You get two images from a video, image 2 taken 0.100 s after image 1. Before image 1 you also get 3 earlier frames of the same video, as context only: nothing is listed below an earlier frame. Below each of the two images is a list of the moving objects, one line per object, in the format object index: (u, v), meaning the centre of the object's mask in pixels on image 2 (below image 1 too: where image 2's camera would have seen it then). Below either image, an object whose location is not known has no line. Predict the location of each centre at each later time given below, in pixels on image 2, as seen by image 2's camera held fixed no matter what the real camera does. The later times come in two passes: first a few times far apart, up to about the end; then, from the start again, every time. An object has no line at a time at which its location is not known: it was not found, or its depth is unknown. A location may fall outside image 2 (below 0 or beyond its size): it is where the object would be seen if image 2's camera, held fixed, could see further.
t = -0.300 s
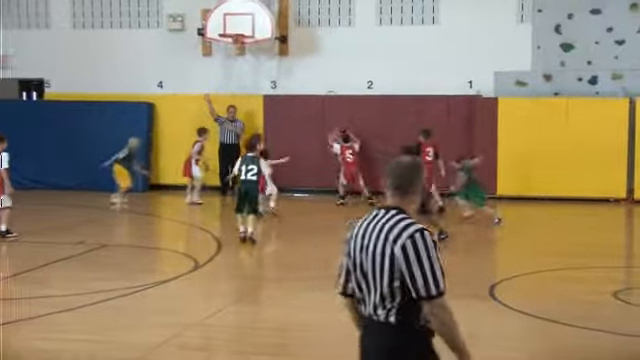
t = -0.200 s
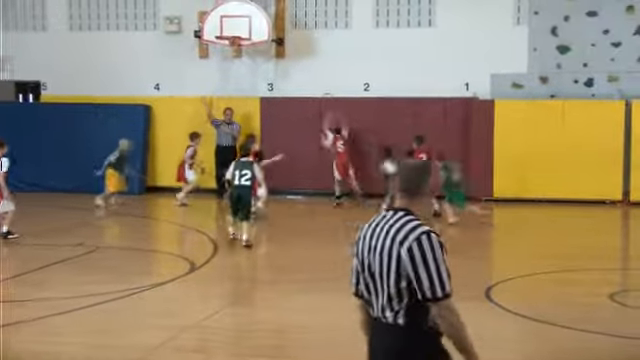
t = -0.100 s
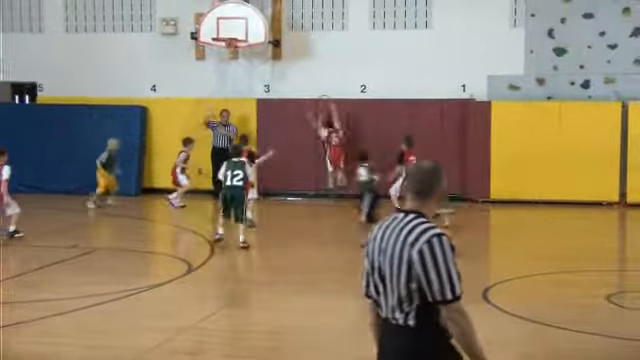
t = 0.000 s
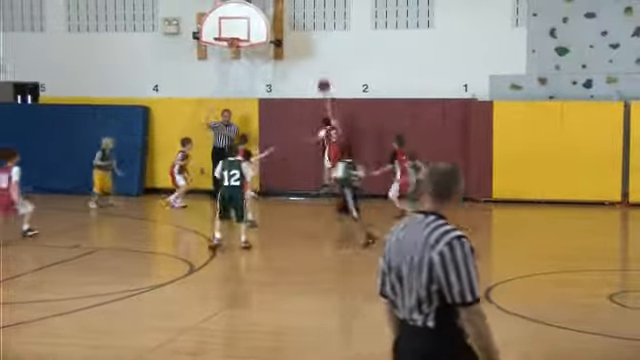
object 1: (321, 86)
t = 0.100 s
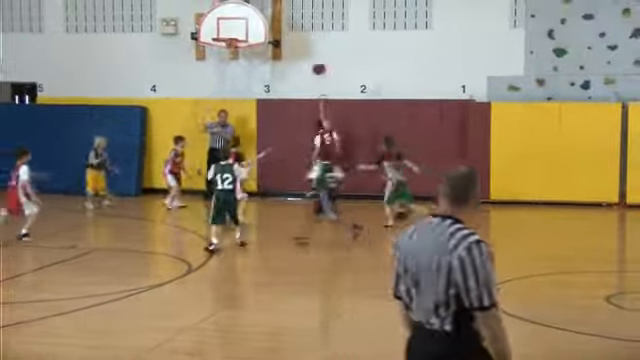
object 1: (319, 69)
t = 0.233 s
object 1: (315, 52)
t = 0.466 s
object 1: (307, 46)
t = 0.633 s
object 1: (302, 63)
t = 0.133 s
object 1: (318, 63)
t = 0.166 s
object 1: (317, 59)
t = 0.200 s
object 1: (316, 55)
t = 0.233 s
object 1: (315, 52)
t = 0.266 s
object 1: (314, 49)
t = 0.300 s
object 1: (313, 47)
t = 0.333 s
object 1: (312, 45)
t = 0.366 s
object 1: (311, 44)
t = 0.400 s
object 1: (310, 44)
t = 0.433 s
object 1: (309, 45)
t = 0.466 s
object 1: (307, 46)
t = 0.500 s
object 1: (306, 48)
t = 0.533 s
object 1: (305, 50)
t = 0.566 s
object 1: (304, 53)
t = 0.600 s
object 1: (303, 57)
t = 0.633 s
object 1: (302, 63)
